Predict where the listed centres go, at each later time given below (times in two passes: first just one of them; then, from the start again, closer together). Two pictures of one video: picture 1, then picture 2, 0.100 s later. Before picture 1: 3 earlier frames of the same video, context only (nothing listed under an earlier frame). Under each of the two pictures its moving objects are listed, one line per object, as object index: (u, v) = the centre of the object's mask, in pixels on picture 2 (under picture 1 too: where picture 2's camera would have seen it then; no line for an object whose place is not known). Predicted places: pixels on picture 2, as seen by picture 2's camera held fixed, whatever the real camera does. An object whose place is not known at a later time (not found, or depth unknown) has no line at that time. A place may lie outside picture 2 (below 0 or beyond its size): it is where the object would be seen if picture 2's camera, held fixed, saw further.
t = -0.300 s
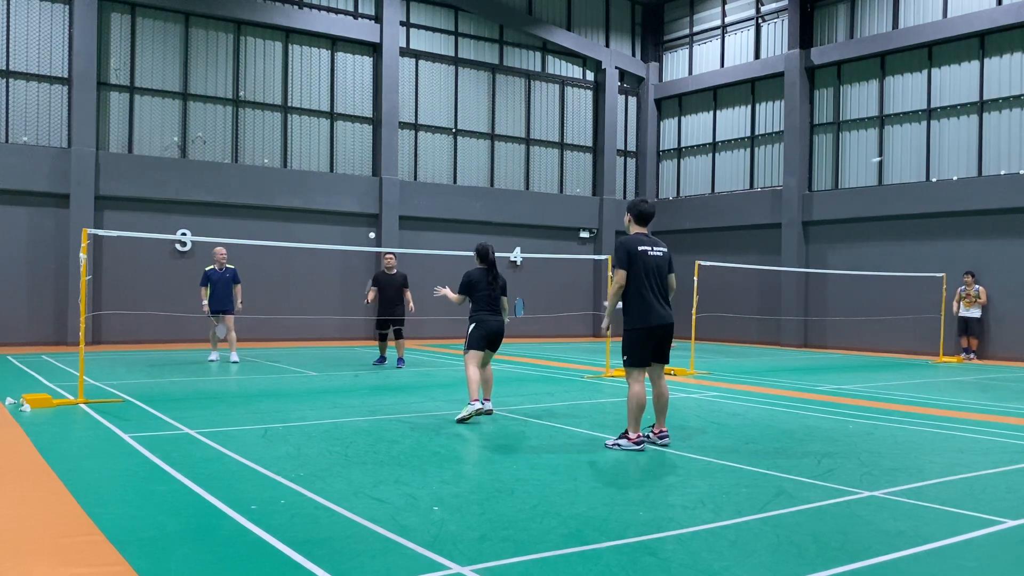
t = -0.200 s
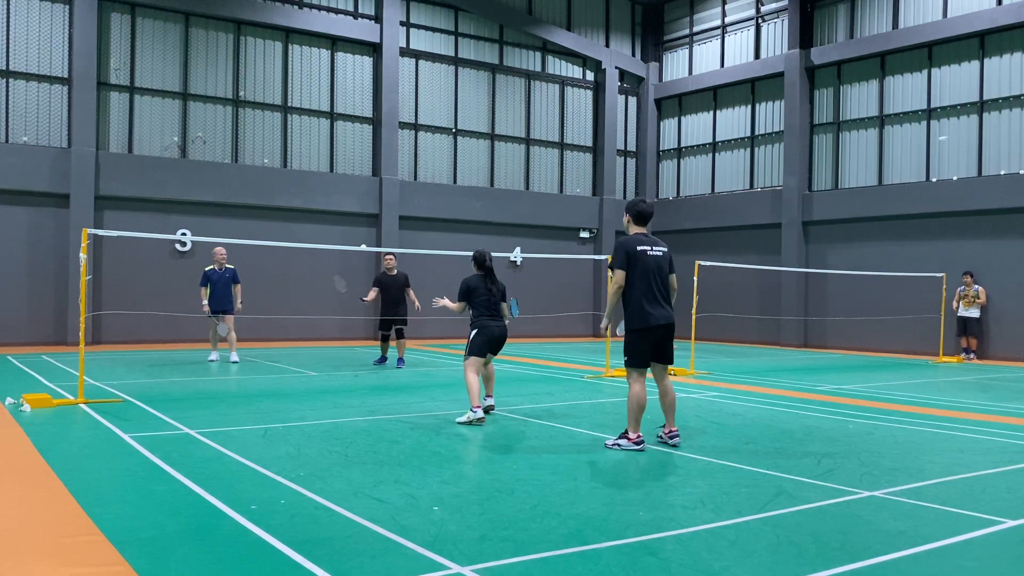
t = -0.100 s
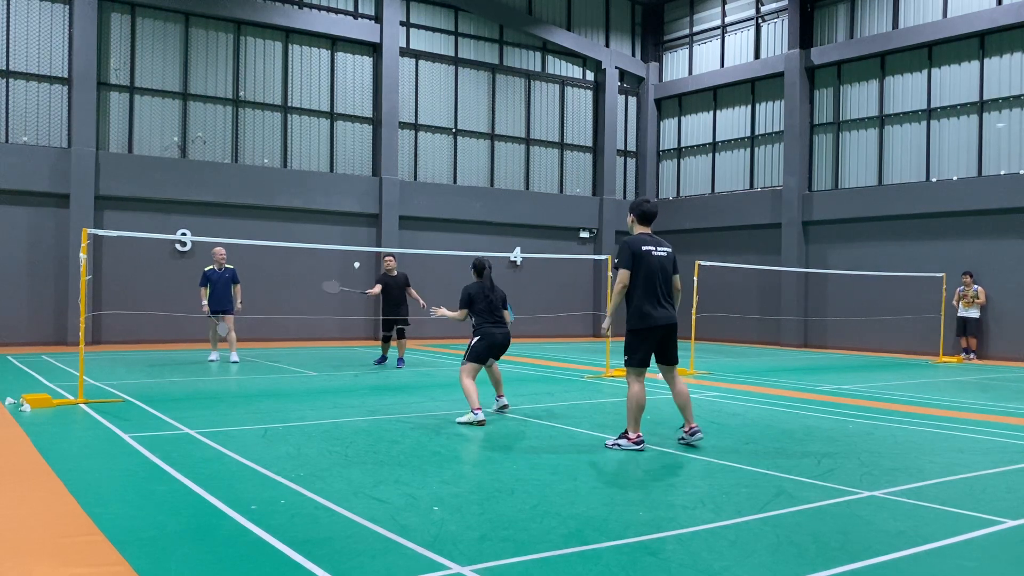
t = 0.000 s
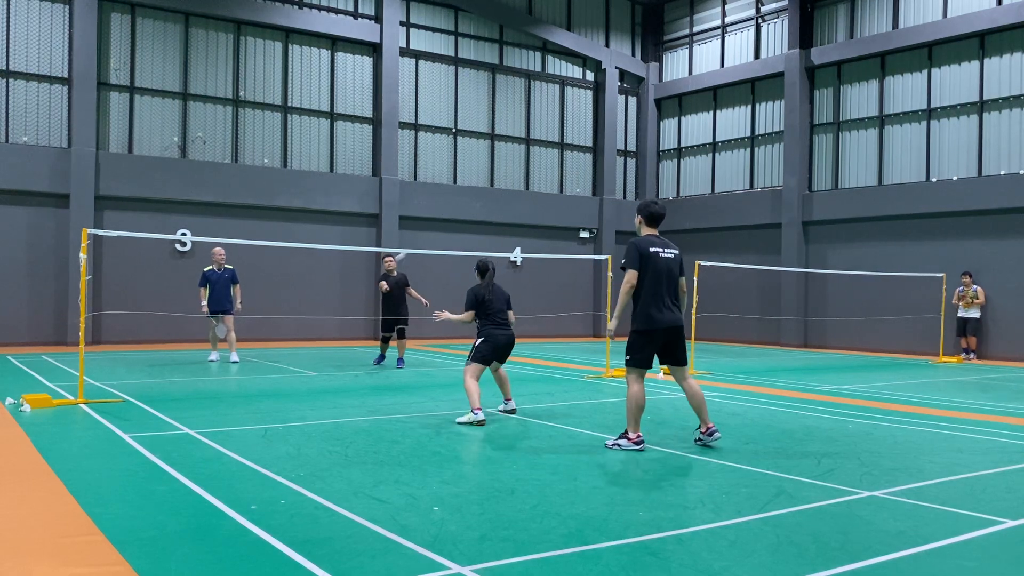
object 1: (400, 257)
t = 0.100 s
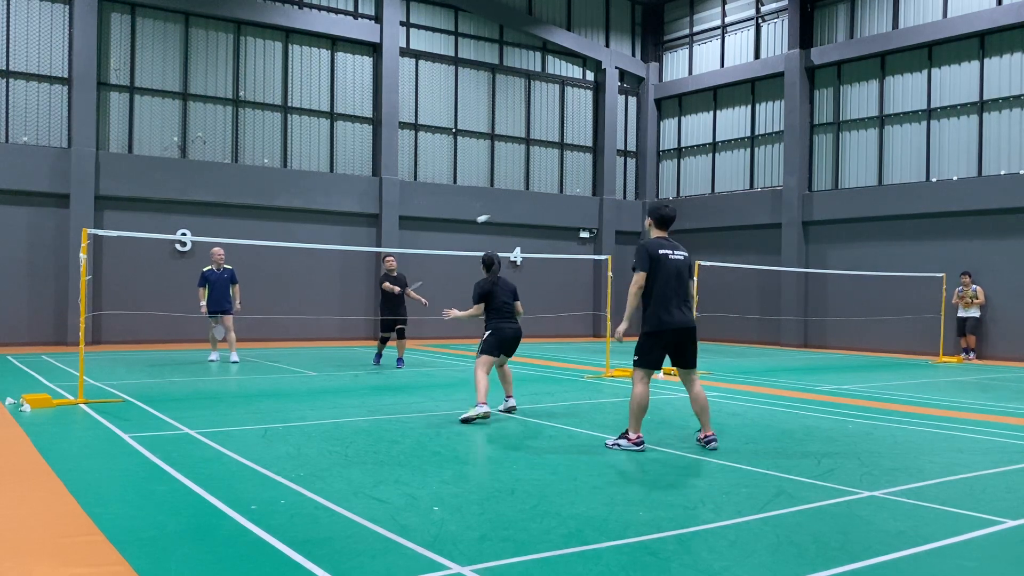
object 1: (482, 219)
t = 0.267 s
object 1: (597, 183)
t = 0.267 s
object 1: (597, 183)
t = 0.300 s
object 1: (618, 180)
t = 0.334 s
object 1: (639, 177)
